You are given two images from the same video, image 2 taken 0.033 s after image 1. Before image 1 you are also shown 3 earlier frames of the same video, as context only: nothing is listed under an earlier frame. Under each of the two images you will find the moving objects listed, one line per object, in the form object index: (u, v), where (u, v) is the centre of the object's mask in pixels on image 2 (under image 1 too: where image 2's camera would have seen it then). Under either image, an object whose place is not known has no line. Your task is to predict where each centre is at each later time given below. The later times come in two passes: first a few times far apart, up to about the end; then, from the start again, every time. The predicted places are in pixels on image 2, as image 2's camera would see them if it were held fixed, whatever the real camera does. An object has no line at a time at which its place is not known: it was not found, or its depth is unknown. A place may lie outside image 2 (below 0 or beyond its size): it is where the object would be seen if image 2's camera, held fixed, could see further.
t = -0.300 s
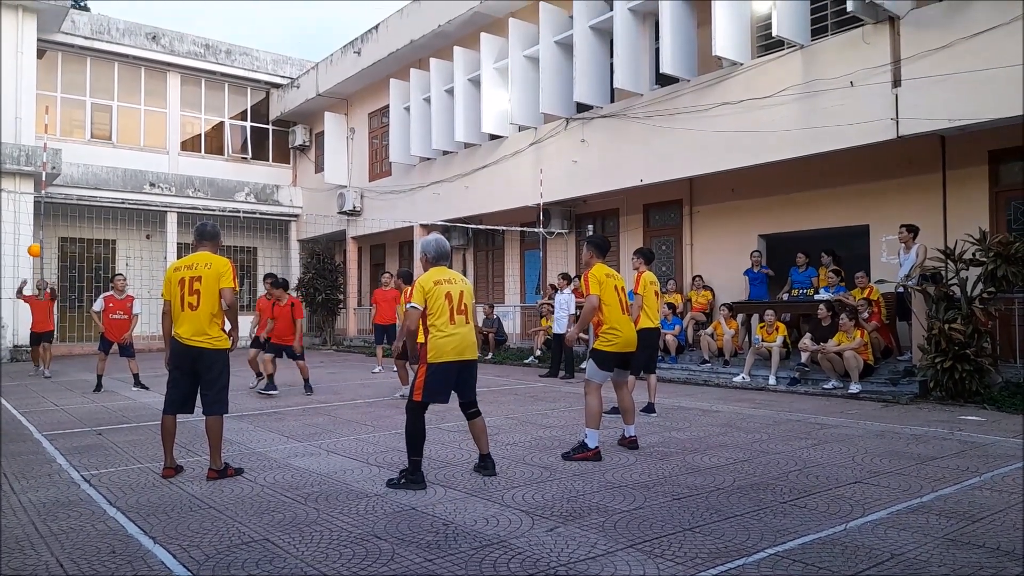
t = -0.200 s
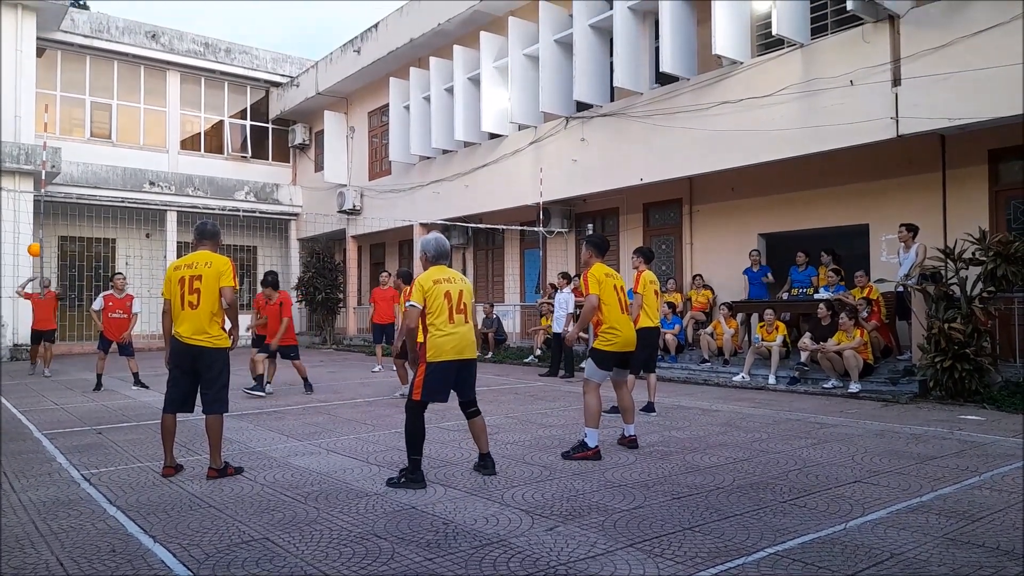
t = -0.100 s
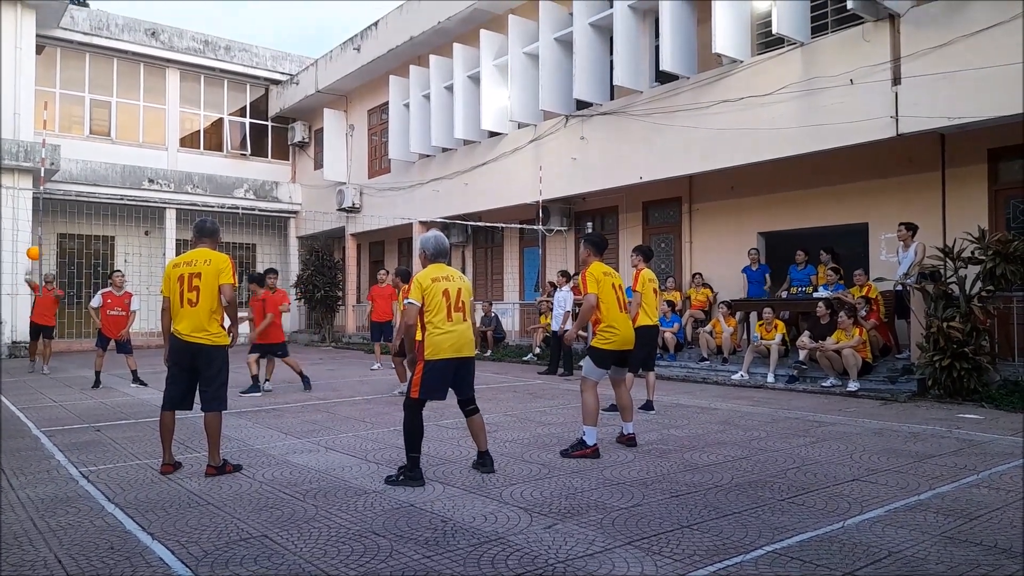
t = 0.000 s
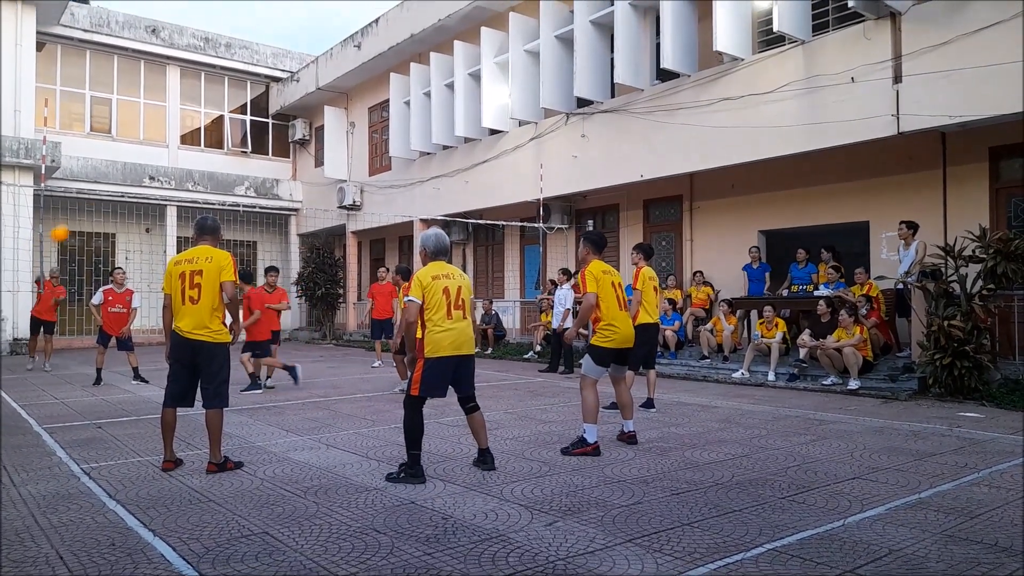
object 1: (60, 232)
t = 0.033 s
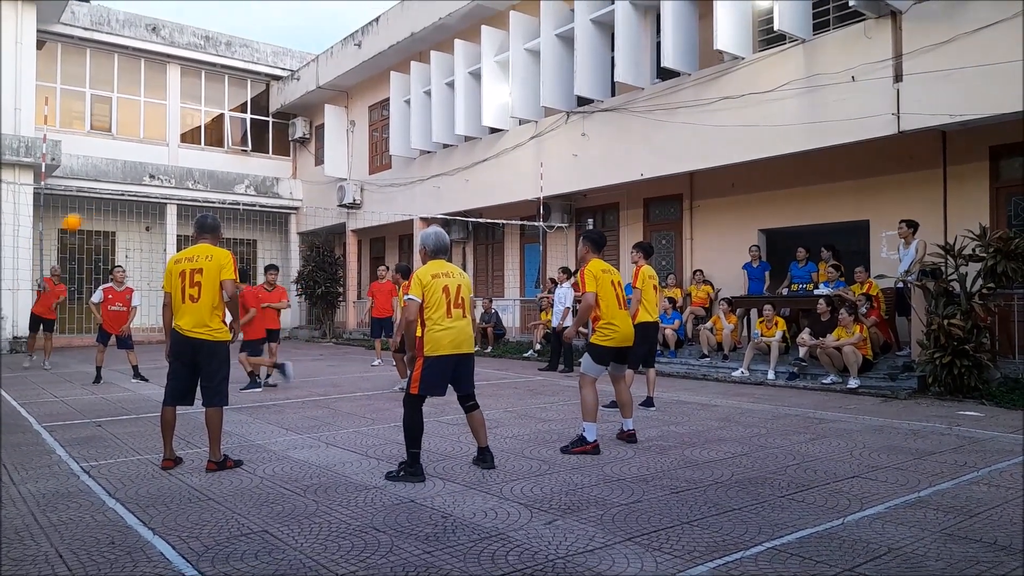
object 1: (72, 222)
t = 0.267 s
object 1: (159, 166)
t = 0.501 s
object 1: (271, 148)
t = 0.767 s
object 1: (442, 214)
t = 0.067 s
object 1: (84, 213)
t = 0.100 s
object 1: (97, 204)
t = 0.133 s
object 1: (109, 198)
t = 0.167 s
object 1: (121, 186)
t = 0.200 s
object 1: (134, 179)
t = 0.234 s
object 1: (146, 173)
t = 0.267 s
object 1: (159, 166)
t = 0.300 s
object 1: (173, 161)
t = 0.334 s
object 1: (188, 157)
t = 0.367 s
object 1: (203, 153)
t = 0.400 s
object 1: (219, 150)
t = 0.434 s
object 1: (237, 148)
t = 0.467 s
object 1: (254, 147)
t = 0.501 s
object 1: (271, 148)
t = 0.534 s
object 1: (289, 150)
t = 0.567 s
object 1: (310, 154)
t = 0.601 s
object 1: (327, 159)
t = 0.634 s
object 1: (350, 166)
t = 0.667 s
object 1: (372, 174)
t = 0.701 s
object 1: (392, 184)
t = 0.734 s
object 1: (416, 197)
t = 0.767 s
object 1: (442, 214)
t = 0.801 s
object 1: (467, 229)
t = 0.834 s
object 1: (491, 247)
